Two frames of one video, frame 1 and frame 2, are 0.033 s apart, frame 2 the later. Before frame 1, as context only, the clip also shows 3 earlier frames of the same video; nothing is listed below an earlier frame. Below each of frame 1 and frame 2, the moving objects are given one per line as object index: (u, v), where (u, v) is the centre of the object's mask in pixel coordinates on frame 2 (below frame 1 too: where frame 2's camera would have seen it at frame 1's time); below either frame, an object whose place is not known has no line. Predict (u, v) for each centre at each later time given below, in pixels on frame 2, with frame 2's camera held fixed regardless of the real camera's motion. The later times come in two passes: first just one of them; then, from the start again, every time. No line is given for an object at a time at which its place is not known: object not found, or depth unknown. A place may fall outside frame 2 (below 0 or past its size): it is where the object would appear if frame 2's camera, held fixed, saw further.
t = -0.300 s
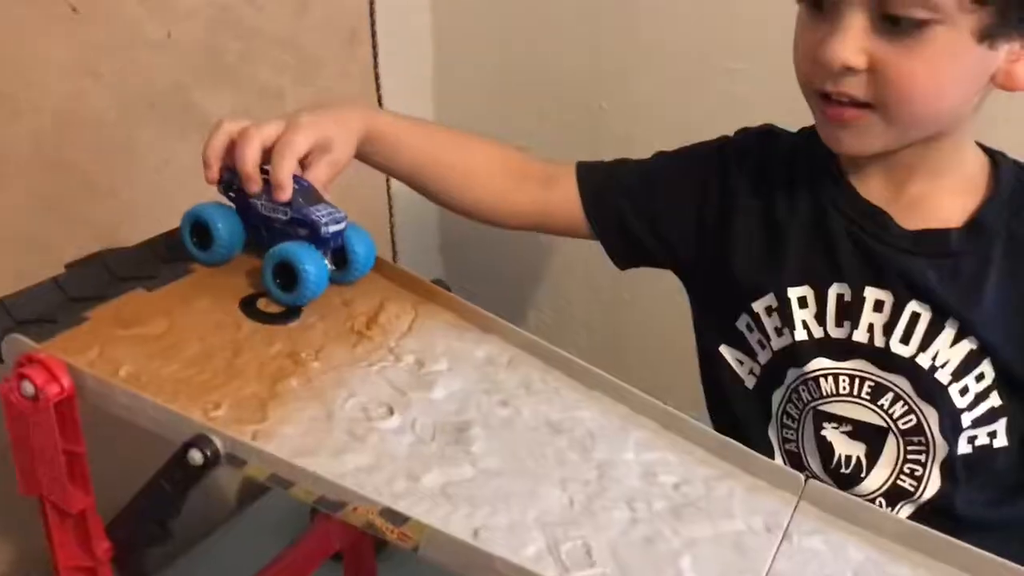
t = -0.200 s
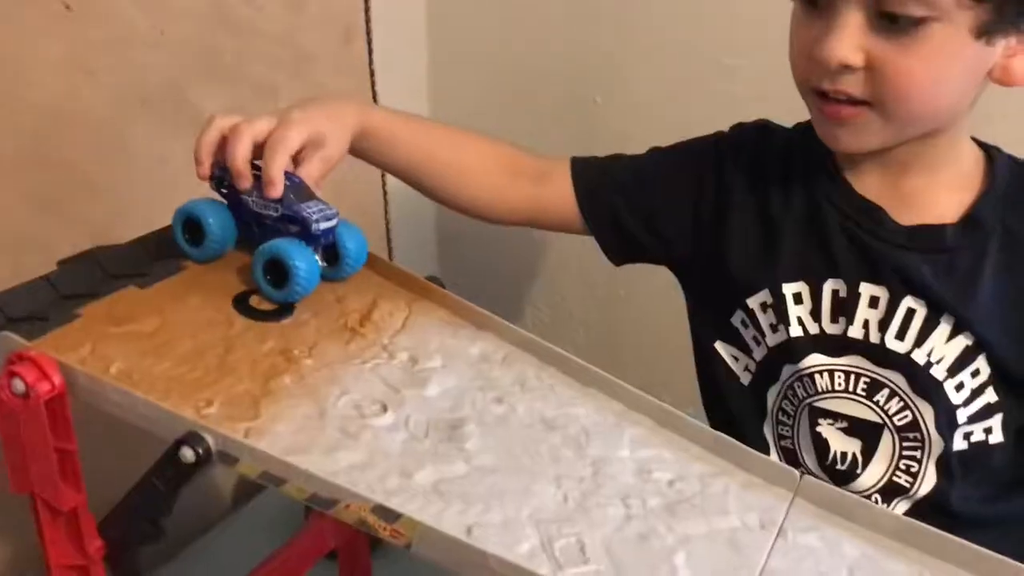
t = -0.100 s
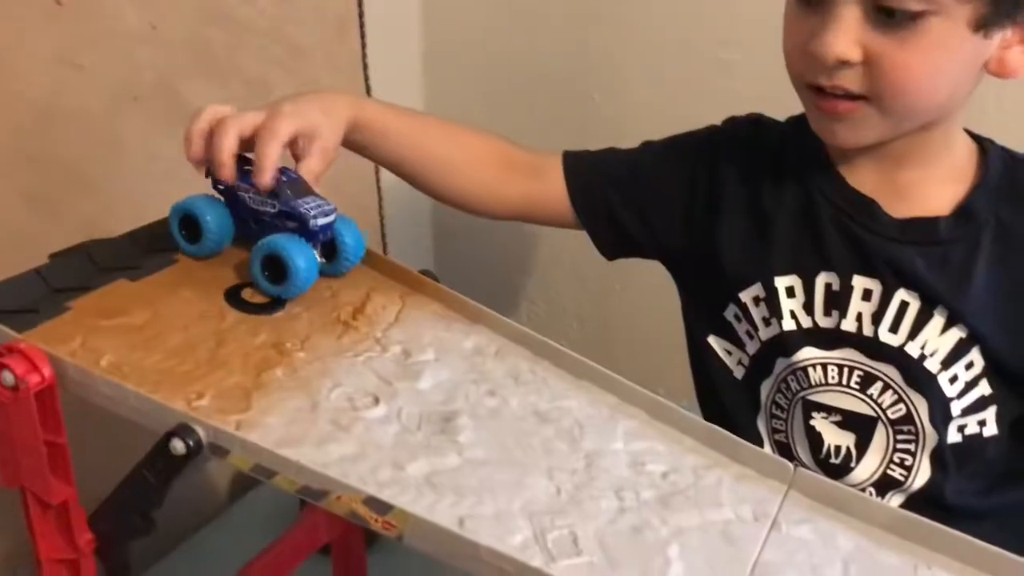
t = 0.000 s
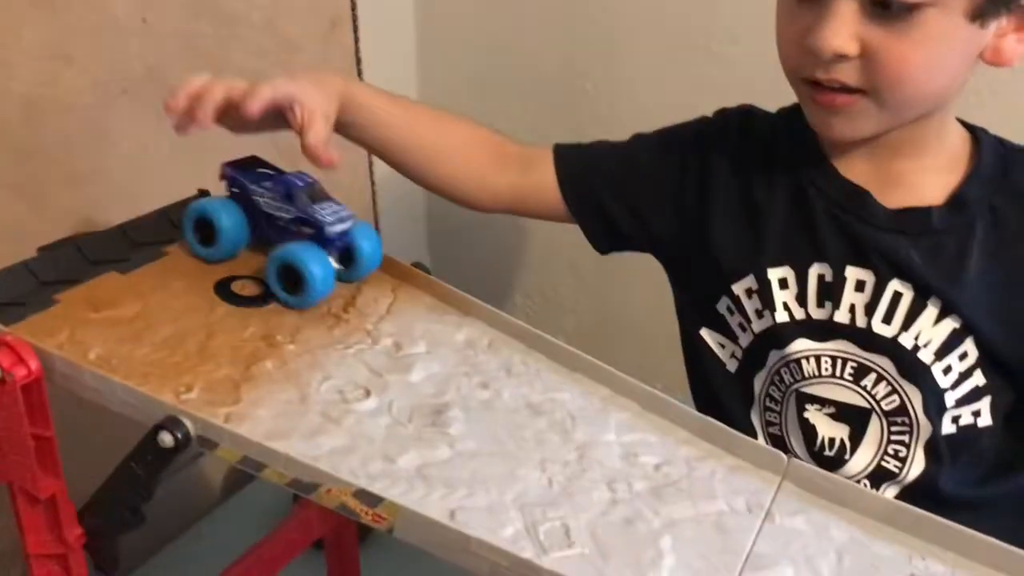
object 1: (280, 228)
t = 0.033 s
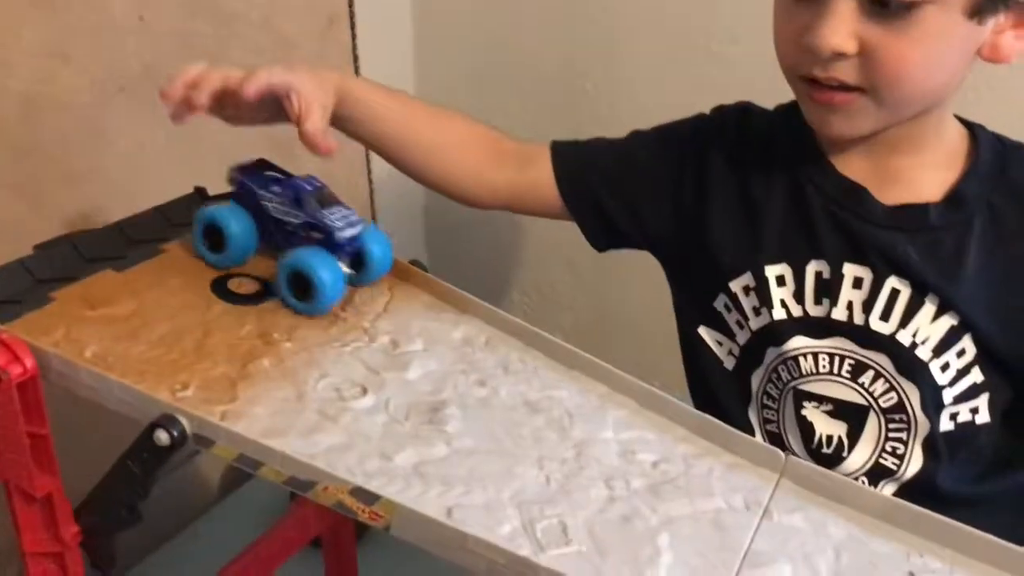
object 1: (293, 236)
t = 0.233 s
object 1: (422, 304)
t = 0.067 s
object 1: (308, 244)
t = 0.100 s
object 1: (324, 252)
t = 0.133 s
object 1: (346, 263)
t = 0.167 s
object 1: (369, 274)
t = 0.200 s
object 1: (395, 287)
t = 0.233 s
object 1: (422, 304)
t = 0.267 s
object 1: (455, 319)
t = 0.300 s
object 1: (492, 335)
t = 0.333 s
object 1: (530, 355)
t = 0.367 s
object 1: (572, 376)
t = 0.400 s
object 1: (618, 399)
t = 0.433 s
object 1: (670, 427)
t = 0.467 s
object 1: (725, 457)
